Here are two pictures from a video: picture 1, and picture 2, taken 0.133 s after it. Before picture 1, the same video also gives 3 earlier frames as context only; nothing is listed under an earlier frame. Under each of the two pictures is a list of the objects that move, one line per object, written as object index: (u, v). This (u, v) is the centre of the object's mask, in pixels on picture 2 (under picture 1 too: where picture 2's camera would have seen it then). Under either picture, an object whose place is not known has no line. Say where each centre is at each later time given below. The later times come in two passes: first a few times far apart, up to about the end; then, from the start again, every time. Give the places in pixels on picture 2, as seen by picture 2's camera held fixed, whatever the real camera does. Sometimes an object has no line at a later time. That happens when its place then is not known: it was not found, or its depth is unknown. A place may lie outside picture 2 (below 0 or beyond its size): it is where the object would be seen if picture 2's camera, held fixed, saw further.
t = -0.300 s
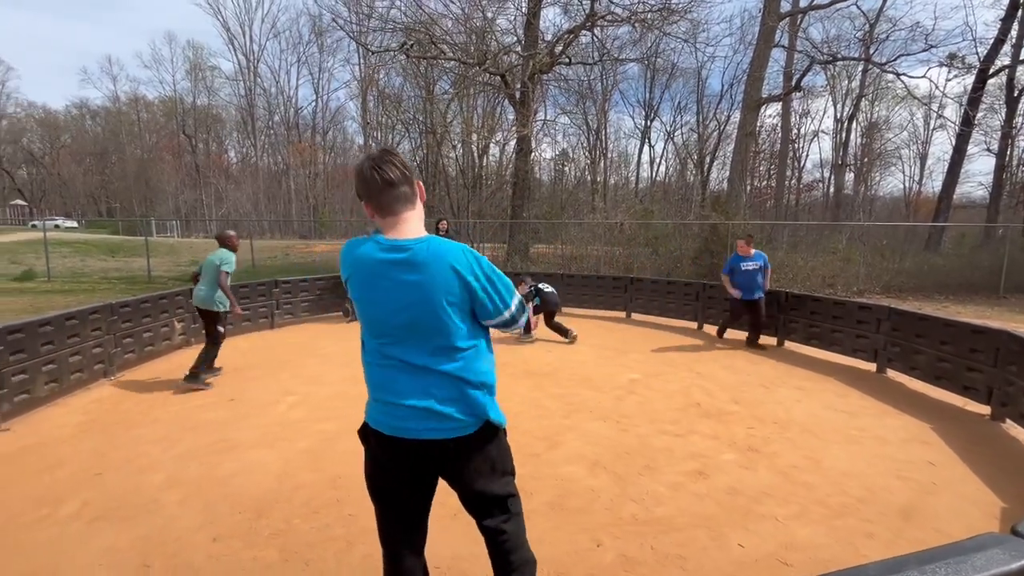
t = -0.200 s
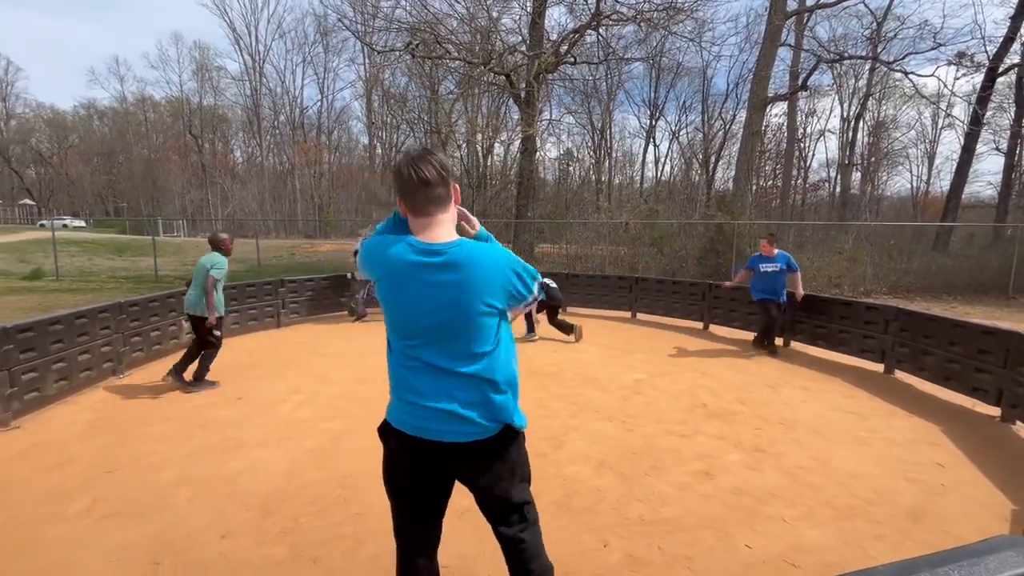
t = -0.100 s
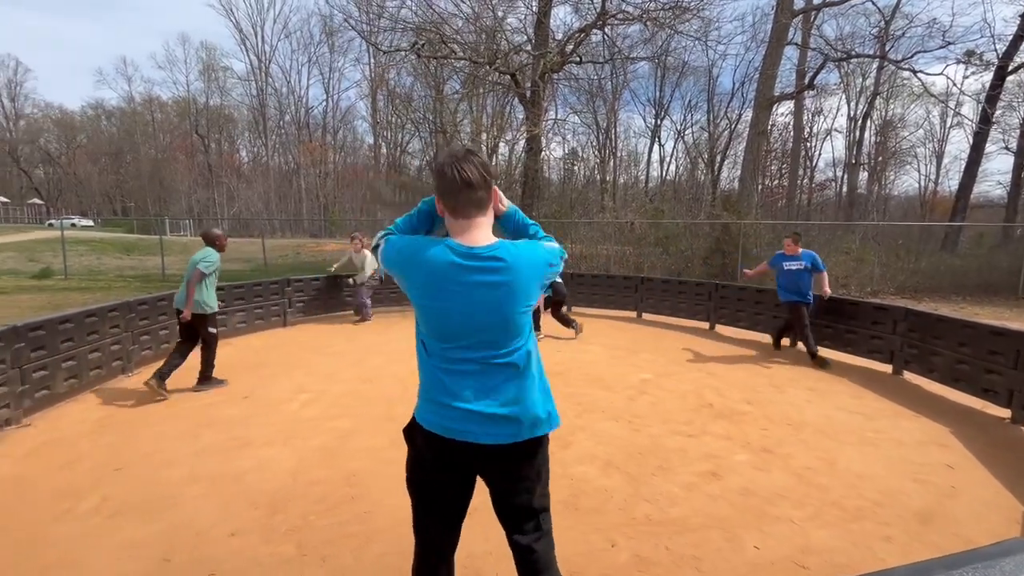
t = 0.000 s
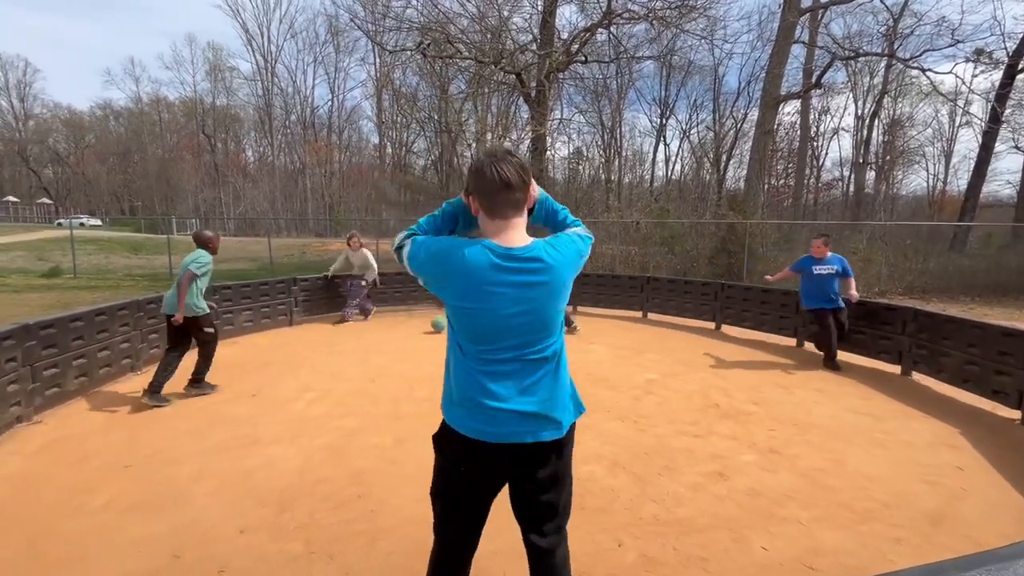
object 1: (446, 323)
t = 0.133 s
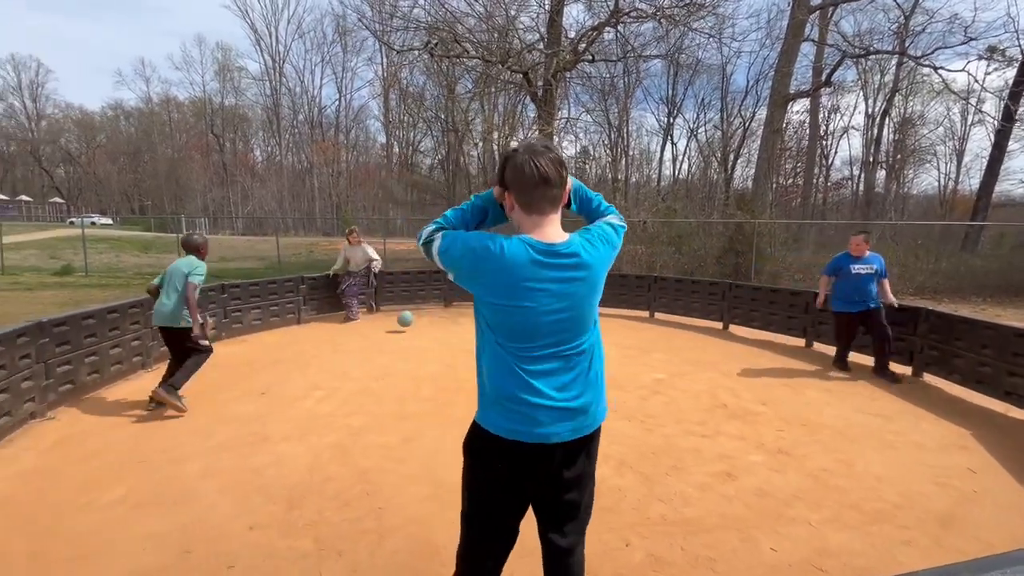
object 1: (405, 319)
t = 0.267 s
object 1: (366, 321)
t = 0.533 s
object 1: (291, 323)
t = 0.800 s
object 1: (268, 312)
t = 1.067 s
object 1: (286, 341)
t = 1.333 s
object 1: (282, 333)
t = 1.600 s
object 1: (279, 345)
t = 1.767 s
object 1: (279, 354)
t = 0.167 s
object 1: (395, 319)
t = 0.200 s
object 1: (386, 319)
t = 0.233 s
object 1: (376, 320)
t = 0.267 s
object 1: (366, 321)
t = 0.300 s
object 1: (357, 325)
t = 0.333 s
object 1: (347, 324)
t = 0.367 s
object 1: (338, 322)
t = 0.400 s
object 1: (329, 320)
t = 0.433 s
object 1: (319, 320)
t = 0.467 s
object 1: (309, 320)
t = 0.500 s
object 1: (300, 321)
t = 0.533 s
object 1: (291, 323)
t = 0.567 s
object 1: (281, 326)
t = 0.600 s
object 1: (272, 325)
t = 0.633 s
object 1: (262, 323)
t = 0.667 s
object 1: (260, 319)
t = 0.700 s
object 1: (262, 317)
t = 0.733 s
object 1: (264, 314)
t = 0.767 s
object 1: (266, 313)
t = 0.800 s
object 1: (268, 312)
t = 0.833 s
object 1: (269, 313)
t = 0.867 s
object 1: (271, 314)
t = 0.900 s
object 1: (273, 315)
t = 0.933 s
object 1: (276, 319)
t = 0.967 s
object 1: (278, 322)
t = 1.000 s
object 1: (280, 327)
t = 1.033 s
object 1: (283, 334)
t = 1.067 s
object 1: (286, 341)
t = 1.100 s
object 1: (287, 342)
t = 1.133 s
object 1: (286, 339)
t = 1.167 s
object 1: (285, 334)
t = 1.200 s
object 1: (285, 332)
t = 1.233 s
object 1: (284, 331)
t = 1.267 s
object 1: (283, 330)
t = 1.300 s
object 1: (283, 331)
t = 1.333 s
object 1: (282, 333)
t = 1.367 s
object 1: (282, 335)
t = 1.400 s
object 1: (282, 339)
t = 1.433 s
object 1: (281, 344)
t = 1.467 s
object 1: (282, 350)
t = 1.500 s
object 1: (281, 354)
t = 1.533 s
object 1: (280, 350)
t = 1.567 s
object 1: (280, 347)
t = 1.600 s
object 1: (279, 345)
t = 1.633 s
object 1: (279, 345)
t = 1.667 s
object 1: (279, 345)
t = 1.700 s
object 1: (279, 347)
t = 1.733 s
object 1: (279, 350)
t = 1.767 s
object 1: (279, 354)
